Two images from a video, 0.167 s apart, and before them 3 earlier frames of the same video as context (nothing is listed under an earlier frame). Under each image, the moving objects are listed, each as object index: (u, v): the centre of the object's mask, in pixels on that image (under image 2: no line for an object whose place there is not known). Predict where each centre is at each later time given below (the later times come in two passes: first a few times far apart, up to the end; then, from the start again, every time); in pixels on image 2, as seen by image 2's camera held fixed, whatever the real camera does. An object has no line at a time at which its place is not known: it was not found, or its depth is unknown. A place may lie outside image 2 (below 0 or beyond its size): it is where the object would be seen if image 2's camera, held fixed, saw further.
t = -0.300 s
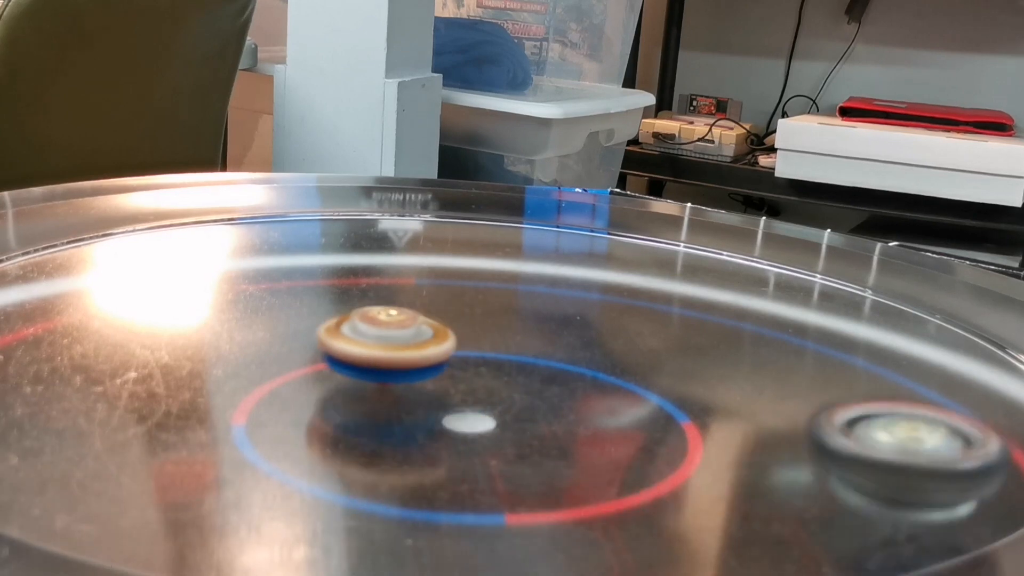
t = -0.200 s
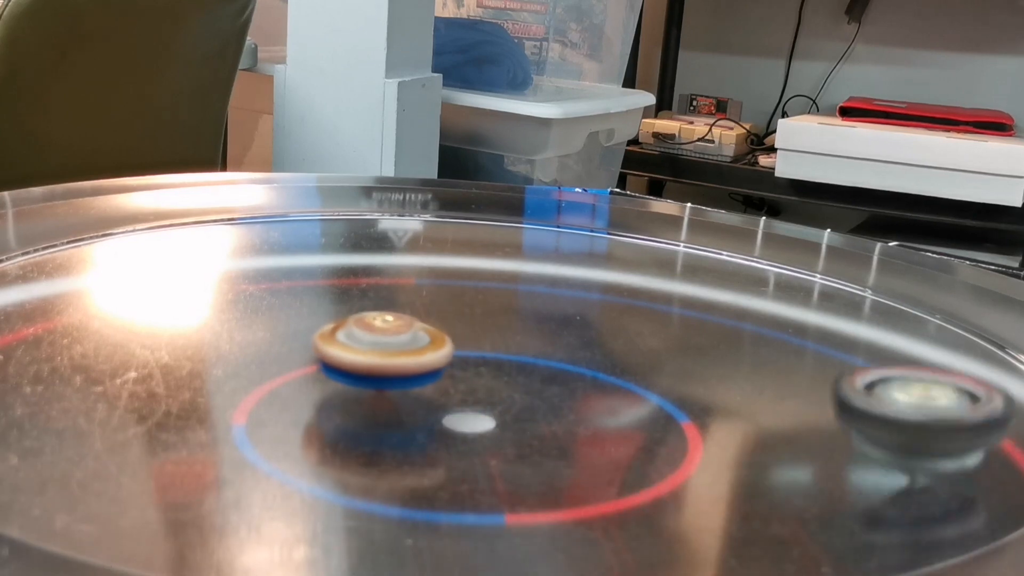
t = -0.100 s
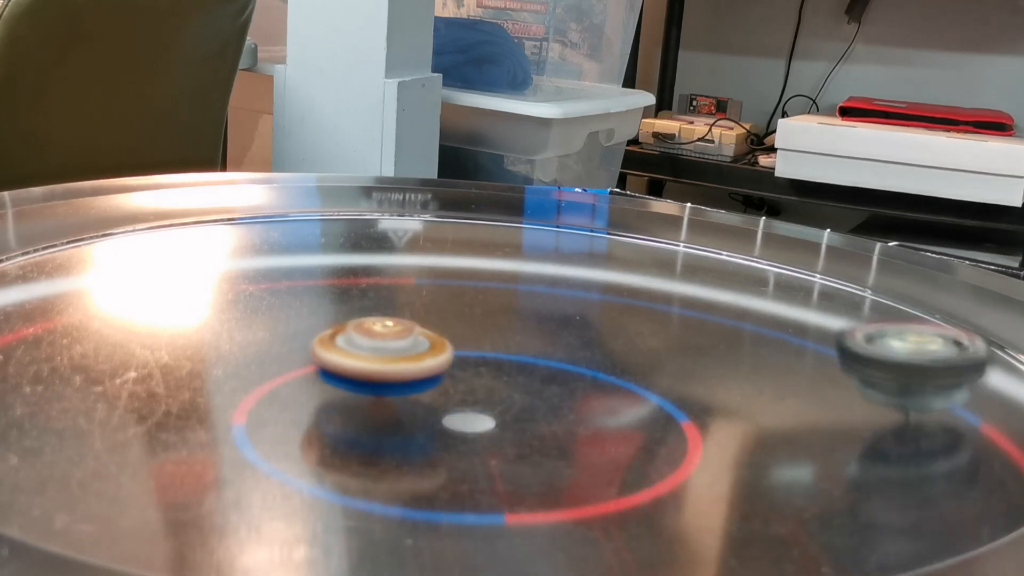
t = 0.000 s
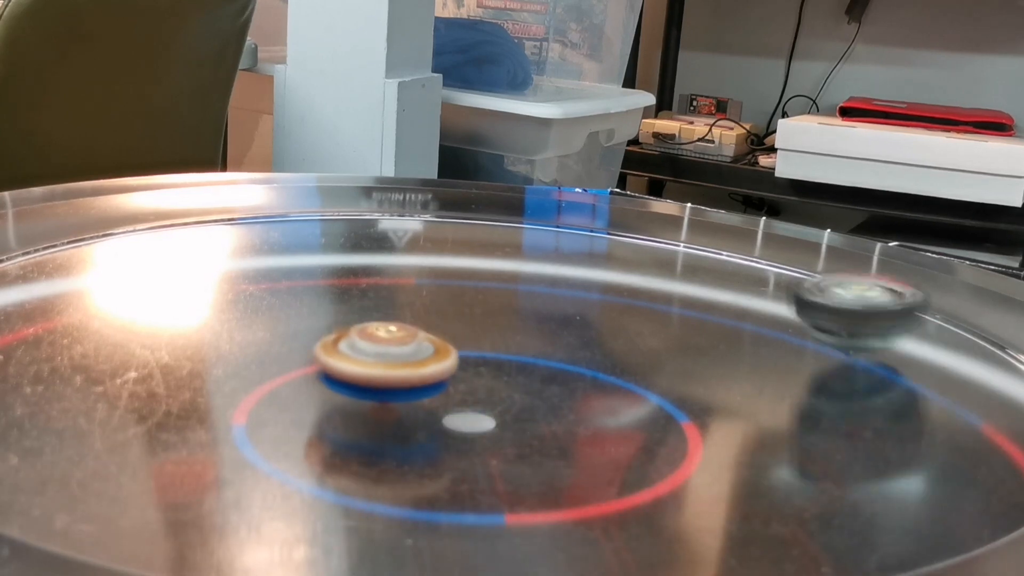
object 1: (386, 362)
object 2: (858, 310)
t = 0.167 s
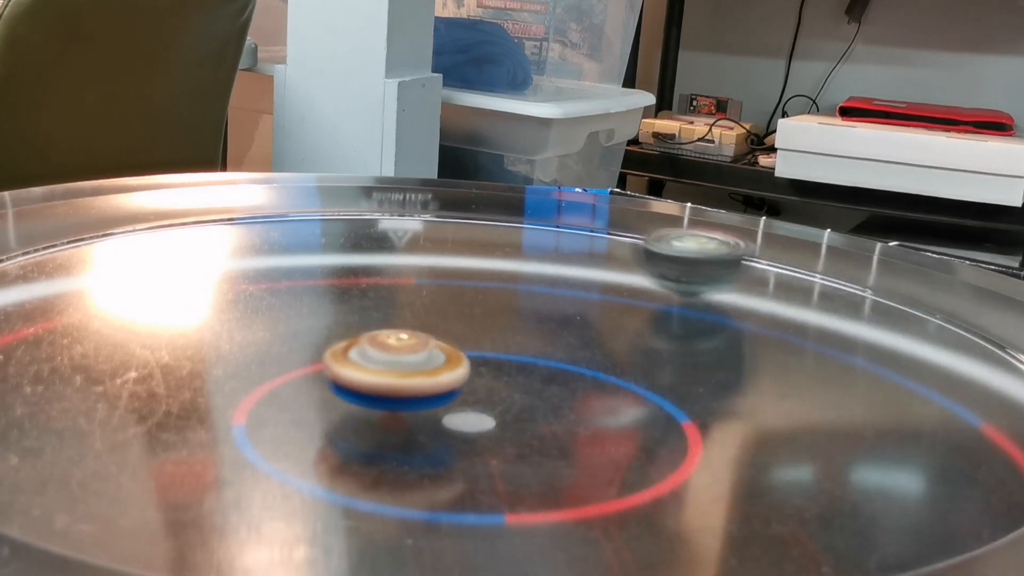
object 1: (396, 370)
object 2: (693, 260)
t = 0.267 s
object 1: (406, 376)
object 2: (572, 242)
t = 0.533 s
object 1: (442, 385)
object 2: (246, 246)
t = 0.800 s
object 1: (480, 390)
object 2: (61, 336)
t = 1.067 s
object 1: (511, 389)
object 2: (201, 437)
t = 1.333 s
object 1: (526, 378)
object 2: (578, 464)
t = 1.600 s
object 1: (523, 373)
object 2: (767, 391)
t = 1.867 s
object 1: (503, 365)
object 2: (644, 291)
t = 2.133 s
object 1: (480, 360)
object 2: (415, 260)
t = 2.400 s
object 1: (455, 357)
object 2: (237, 281)
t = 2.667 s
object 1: (428, 356)
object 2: (165, 345)
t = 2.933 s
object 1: (412, 354)
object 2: (321, 417)
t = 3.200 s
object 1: (396, 363)
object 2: (567, 419)
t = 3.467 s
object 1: (399, 370)
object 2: (659, 356)
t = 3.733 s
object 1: (420, 376)
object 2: (555, 297)
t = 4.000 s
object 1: (445, 377)
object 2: (377, 284)
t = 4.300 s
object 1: (468, 375)
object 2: (243, 331)
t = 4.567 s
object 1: (472, 370)
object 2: (342, 405)
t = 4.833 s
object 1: (465, 369)
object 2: (597, 417)
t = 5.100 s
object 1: (470, 371)
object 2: (692, 364)
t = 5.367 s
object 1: (474, 371)
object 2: (606, 311)
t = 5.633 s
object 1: (475, 371)
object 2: (434, 293)
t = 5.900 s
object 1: (470, 369)
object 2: (287, 318)
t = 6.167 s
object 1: (463, 369)
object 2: (279, 377)
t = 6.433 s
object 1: (454, 354)
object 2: (463, 421)
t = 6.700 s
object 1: (448, 369)
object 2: (638, 393)
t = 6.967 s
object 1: (440, 369)
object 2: (621, 336)
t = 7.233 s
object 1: (434, 370)
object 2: (478, 299)
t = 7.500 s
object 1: (429, 370)
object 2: (325, 305)
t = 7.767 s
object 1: (429, 372)
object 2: (259, 351)
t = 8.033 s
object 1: (451, 360)
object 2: (389, 404)
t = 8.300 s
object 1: (438, 374)
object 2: (581, 399)
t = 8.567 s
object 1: (445, 372)
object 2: (632, 350)
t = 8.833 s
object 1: (449, 371)
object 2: (531, 307)
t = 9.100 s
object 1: (453, 371)
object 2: (376, 303)
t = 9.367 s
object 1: (457, 370)
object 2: (300, 344)
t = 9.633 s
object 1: (479, 363)
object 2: (394, 397)
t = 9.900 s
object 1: (451, 370)
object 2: (575, 400)
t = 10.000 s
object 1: (460, 371)
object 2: (616, 384)
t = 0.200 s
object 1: (399, 372)
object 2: (653, 253)
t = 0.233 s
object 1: (402, 374)
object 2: (613, 247)
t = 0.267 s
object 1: (406, 376)
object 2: (572, 242)
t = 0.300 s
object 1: (410, 377)
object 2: (529, 238)
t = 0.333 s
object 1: (414, 378)
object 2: (484, 235)
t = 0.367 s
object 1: (418, 379)
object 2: (443, 234)
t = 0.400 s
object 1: (423, 380)
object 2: (402, 234)
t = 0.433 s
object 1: (427, 381)
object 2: (361, 235)
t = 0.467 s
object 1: (432, 383)
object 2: (321, 238)
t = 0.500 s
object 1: (437, 384)
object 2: (281, 242)
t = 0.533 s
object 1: (442, 385)
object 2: (246, 246)
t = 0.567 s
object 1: (448, 386)
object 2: (209, 252)
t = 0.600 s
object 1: (453, 387)
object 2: (171, 260)
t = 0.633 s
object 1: (458, 388)
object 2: (137, 269)
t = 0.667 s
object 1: (464, 388)
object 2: (107, 281)
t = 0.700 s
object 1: (468, 389)
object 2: (83, 294)
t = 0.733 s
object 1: (473, 390)
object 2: (68, 308)
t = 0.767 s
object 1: (477, 390)
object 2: (62, 323)
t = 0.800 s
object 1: (480, 390)
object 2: (61, 336)
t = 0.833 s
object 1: (484, 390)
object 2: (65, 350)
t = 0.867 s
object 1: (488, 391)
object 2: (70, 365)
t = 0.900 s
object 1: (492, 390)
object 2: (78, 376)
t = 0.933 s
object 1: (496, 390)
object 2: (88, 389)
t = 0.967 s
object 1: (500, 390)
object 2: (107, 403)
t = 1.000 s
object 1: (504, 390)
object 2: (133, 414)
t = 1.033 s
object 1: (508, 390)
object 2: (165, 425)
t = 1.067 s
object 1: (511, 389)
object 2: (201, 437)
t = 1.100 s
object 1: (515, 388)
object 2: (240, 446)
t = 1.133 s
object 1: (518, 388)
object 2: (284, 454)
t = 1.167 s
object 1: (521, 387)
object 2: (334, 460)
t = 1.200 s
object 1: (523, 386)
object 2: (383, 465)
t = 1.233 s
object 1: (525, 385)
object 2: (435, 467)
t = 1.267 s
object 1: (527, 381)
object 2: (487, 467)
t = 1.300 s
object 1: (527, 379)
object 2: (530, 467)
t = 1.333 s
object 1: (526, 378)
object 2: (578, 464)
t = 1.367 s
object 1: (526, 378)
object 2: (619, 459)
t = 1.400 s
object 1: (527, 379)
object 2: (657, 453)
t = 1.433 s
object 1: (528, 378)
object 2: (692, 446)
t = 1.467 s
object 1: (527, 377)
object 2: (718, 437)
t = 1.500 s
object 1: (526, 376)
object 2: (738, 427)
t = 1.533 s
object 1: (525, 375)
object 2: (751, 416)
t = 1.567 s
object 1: (524, 374)
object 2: (760, 404)
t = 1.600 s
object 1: (523, 373)
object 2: (767, 391)
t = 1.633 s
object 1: (520, 371)
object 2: (771, 376)
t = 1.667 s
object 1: (519, 371)
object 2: (767, 360)
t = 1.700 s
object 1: (516, 369)
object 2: (757, 346)
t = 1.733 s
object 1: (514, 368)
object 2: (740, 332)
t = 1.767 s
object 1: (512, 367)
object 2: (720, 321)
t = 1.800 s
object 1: (508, 366)
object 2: (697, 310)
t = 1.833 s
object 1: (506, 366)
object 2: (672, 300)
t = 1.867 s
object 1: (503, 365)
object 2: (644, 291)
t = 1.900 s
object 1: (501, 364)
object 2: (614, 283)
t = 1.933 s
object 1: (498, 363)
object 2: (585, 277)
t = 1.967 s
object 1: (495, 363)
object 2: (555, 271)
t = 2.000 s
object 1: (492, 362)
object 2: (525, 267)
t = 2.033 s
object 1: (489, 361)
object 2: (496, 264)
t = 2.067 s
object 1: (486, 361)
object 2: (468, 262)
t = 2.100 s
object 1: (483, 360)
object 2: (441, 261)
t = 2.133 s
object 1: (480, 360)
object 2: (415, 260)
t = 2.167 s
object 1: (477, 359)
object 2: (389, 260)
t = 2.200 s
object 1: (474, 359)
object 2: (364, 261)
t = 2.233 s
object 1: (471, 359)
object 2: (341, 262)
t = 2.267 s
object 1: (468, 358)
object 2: (317, 265)
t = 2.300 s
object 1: (465, 358)
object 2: (294, 267)
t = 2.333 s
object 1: (462, 358)
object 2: (275, 271)
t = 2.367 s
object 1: (459, 357)
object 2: (256, 276)
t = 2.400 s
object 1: (455, 357)
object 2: (237, 281)
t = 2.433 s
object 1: (451, 356)
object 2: (220, 287)
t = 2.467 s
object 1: (448, 356)
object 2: (204, 293)
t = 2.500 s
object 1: (444, 356)
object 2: (190, 300)
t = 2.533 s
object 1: (441, 356)
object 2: (178, 308)
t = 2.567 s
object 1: (438, 356)
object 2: (169, 316)
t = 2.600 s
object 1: (434, 356)
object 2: (164, 325)
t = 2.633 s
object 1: (431, 356)
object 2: (163, 335)
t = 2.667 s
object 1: (428, 356)
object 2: (165, 345)
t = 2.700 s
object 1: (425, 356)
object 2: (171, 356)
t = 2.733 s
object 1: (423, 356)
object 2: (181, 365)
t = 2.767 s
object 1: (420, 356)
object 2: (195, 375)
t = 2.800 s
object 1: (418, 356)
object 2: (213, 384)
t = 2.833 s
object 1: (415, 356)
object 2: (234, 393)
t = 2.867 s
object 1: (413, 357)
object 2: (260, 402)
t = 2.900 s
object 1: (412, 356)
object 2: (290, 411)
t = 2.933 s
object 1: (412, 354)
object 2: (321, 417)
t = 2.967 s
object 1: (411, 352)
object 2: (352, 421)
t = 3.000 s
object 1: (406, 351)
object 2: (383, 424)
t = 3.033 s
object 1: (401, 351)
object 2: (416, 427)
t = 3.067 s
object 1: (397, 354)
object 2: (449, 428)
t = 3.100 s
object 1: (395, 357)
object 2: (482, 427)
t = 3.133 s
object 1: (396, 360)
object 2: (514, 425)
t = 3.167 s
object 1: (397, 362)
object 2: (542, 422)
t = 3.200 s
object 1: (396, 363)
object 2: (567, 419)
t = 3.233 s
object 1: (395, 364)
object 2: (590, 414)
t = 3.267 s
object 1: (395, 365)
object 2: (608, 408)
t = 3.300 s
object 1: (395, 365)
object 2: (625, 402)
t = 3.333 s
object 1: (395, 366)
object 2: (637, 395)
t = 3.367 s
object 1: (396, 367)
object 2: (647, 387)
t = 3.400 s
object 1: (397, 368)
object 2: (655, 378)
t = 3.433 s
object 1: (398, 369)
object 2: (659, 366)
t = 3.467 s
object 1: (399, 370)
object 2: (659, 356)
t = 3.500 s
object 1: (401, 371)
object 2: (656, 346)
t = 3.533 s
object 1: (402, 372)
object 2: (648, 337)
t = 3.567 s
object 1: (405, 373)
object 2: (638, 329)
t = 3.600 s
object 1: (407, 374)
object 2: (626, 322)
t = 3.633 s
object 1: (410, 374)
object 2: (611, 315)
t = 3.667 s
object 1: (413, 375)
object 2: (595, 309)
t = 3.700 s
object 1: (417, 375)
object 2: (575, 303)
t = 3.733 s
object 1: (420, 376)
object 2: (555, 297)
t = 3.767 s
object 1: (423, 376)
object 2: (535, 293)
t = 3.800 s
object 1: (426, 376)
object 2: (514, 290)
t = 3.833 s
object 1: (429, 377)
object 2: (490, 287)
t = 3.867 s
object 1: (432, 377)
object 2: (466, 285)
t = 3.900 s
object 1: (435, 377)
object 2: (446, 284)
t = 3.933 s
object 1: (438, 378)
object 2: (423, 283)
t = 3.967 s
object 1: (441, 377)
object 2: (400, 283)
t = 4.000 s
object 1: (445, 377)
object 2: (377, 284)
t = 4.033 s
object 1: (448, 377)
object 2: (357, 286)
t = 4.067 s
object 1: (451, 377)
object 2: (338, 289)
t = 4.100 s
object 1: (454, 377)
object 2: (317, 292)
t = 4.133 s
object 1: (457, 377)
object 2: (298, 296)
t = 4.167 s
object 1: (459, 377)
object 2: (285, 302)
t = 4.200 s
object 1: (462, 376)
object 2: (270, 308)
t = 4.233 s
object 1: (464, 376)
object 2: (258, 315)
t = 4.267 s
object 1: (466, 376)
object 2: (249, 323)
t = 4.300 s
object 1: (468, 375)
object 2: (243, 331)
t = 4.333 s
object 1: (469, 374)
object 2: (240, 340)
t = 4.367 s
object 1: (470, 373)
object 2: (241, 350)
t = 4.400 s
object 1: (470, 373)
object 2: (247, 359)
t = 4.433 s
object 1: (470, 372)
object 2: (257, 369)
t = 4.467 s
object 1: (469, 372)
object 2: (271, 379)
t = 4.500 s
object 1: (469, 371)
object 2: (290, 388)
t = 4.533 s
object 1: (469, 371)
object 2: (316, 398)
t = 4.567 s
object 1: (472, 370)
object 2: (342, 405)
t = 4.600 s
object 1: (477, 367)
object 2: (372, 412)
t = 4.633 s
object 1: (478, 363)
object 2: (407, 417)
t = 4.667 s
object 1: (473, 357)
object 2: (441, 421)
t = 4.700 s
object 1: (467, 356)
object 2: (471, 423)
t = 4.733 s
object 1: (460, 359)
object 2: (507, 425)
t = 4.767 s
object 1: (458, 363)
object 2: (541, 423)
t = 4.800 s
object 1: (460, 367)
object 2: (570, 420)
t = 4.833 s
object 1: (465, 369)
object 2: (597, 417)
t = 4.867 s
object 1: (467, 370)
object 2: (621, 411)
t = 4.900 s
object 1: (468, 371)
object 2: (642, 406)
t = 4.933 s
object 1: (468, 370)
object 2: (659, 400)
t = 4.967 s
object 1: (468, 371)
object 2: (672, 394)
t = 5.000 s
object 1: (468, 371)
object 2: (682, 387)
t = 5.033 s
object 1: (469, 371)
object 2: (689, 380)
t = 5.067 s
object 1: (469, 371)
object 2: (692, 372)
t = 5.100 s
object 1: (470, 371)
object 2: (692, 364)
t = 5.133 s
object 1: (470, 371)
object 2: (690, 357)
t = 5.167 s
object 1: (471, 371)
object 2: (684, 349)
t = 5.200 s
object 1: (472, 372)
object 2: (676, 343)
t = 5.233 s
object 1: (472, 372)
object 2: (665, 335)
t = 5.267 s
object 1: (473, 372)
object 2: (653, 329)
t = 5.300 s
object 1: (474, 372)
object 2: (639, 323)
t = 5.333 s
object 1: (474, 371)
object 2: (622, 317)
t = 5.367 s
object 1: (474, 371)
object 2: (606, 311)
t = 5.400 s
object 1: (475, 371)
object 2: (585, 307)
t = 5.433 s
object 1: (475, 371)
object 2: (564, 303)
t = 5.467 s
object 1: (475, 371)
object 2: (544, 300)
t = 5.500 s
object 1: (475, 371)
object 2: (521, 297)
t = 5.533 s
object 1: (475, 371)
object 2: (500, 294)
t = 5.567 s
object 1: (475, 371)
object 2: (477, 293)
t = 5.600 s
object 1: (475, 371)
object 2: (455, 292)
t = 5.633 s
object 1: (475, 371)
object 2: (434, 293)
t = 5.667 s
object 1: (474, 370)
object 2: (410, 294)
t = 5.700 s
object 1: (474, 370)
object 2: (391, 295)
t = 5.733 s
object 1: (473, 370)
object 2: (369, 298)
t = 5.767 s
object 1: (473, 370)
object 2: (350, 300)
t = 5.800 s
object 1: (472, 370)
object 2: (333, 303)
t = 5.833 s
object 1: (472, 370)
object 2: (315, 308)
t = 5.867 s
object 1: (471, 370)
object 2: (301, 313)
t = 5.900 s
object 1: (470, 369)
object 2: (287, 318)
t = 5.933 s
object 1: (469, 369)
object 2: (278, 324)
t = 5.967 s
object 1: (468, 369)
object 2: (268, 330)
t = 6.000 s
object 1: (467, 369)
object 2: (263, 338)
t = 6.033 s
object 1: (467, 369)
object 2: (259, 345)
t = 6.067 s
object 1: (466, 369)
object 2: (259, 352)
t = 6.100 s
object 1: (465, 369)
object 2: (262, 360)
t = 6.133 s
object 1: (464, 369)
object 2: (268, 369)
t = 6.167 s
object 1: (463, 369)
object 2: (279, 377)
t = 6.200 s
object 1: (463, 369)
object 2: (291, 385)
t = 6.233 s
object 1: (462, 369)
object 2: (310, 393)
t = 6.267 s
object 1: (464, 368)
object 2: (330, 399)
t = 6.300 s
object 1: (467, 366)
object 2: (355, 406)
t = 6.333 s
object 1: (470, 363)
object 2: (380, 411)
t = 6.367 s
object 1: (467, 359)
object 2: (409, 415)
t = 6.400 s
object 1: (460, 355)
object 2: (435, 418)
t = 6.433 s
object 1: (454, 354)
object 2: (463, 421)
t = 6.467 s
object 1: (448, 356)
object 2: (492, 420)
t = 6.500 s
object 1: (444, 360)
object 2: (518, 419)
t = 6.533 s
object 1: (445, 364)
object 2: (545, 417)
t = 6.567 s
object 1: (447, 367)
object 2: (569, 414)
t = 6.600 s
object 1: (450, 369)
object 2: (589, 410)
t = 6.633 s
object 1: (450, 369)
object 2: (608, 405)
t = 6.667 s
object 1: (449, 369)
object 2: (625, 399)
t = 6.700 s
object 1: (448, 369)
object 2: (638, 393)
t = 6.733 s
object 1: (447, 369)
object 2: (647, 386)
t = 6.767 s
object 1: (447, 369)
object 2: (653, 379)
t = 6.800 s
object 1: (445, 369)
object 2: (654, 371)
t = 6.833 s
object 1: (445, 369)
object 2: (653, 364)
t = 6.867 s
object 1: (443, 369)
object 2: (649, 356)
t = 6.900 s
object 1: (442, 369)
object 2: (642, 350)
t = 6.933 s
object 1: (441, 369)
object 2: (632, 343)
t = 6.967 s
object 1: (440, 369)
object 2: (621, 336)
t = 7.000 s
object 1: (439, 369)
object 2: (606, 330)
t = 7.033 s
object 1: (438, 369)
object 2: (592, 324)
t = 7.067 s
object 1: (437, 369)
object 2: (574, 318)
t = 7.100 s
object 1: (437, 369)
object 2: (557, 314)
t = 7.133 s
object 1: (436, 369)
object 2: (538, 310)
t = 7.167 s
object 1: (435, 369)
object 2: (518, 306)
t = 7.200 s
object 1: (434, 369)
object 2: (500, 303)
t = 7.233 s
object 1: (434, 370)
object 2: (478, 299)
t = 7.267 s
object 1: (434, 370)
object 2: (460, 297)
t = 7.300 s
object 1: (433, 370)
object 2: (438, 295)
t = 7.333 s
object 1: (432, 370)
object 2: (417, 296)
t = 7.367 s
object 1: (432, 370)
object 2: (396, 296)
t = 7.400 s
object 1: (431, 370)
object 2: (377, 298)
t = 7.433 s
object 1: (431, 370)
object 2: (359, 301)
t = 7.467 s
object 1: (430, 370)
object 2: (340, 302)
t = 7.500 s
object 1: (429, 370)
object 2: (325, 305)
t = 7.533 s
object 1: (429, 370)
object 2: (306, 309)
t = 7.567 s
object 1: (429, 371)
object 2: (293, 313)
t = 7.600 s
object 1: (429, 371)
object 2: (281, 319)
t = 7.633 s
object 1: (428, 371)
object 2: (271, 324)
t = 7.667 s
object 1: (428, 371)
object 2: (264, 330)
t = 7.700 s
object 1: (428, 371)
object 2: (259, 337)
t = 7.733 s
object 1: (428, 372)
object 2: (258, 344)
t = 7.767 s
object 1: (429, 372)
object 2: (259, 351)
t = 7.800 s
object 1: (428, 372)
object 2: (264, 359)
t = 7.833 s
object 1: (428, 372)
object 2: (272, 366)
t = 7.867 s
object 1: (430, 373)
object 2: (284, 374)
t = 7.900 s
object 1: (436, 373)
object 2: (301, 382)
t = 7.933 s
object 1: (441, 372)
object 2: (319, 389)
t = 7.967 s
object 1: (448, 370)
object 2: (342, 395)
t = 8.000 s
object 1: (452, 366)
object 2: (367, 400)
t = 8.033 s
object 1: (451, 360)
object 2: (389, 404)
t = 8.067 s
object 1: (440, 353)
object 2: (418, 408)
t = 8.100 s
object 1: (429, 353)
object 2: (442, 411)
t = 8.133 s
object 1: (418, 359)
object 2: (470, 410)
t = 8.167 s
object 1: (417, 364)
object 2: (496, 410)
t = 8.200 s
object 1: (419, 368)
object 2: (517, 408)
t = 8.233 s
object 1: (425, 371)
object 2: (543, 406)
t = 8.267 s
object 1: (433, 373)
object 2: (563, 404)
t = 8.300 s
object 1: (438, 374)
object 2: (581, 399)
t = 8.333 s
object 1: (441, 374)
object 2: (598, 395)
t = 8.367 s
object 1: (442, 374)
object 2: (612, 389)
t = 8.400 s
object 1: (443, 373)
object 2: (622, 383)
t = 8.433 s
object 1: (443, 373)
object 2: (630, 377)
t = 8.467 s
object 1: (444, 373)
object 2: (634, 370)
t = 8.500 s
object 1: (444, 373)
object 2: (636, 364)
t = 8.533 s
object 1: (444, 372)
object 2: (636, 358)
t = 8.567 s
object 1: (445, 372)
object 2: (632, 350)
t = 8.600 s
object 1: (445, 372)
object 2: (626, 344)
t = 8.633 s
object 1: (446, 372)
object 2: (619, 337)
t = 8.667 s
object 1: (446, 372)
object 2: (608, 331)
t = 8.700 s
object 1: (447, 372)
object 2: (595, 326)
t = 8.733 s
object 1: (447, 372)
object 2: (582, 320)
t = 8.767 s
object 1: (448, 371)
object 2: (566, 315)
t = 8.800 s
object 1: (448, 371)
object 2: (548, 311)
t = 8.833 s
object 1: (449, 371)
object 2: (531, 307)
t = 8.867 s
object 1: (450, 371)
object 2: (512, 304)
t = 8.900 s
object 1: (450, 371)
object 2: (492, 301)
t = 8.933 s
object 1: (450, 371)
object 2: (474, 298)
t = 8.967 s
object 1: (451, 371)
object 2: (455, 297)
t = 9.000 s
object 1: (451, 371)
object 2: (432, 297)
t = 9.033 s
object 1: (452, 371)
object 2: (412, 298)
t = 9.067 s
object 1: (453, 371)
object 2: (395, 300)
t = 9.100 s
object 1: (453, 371)
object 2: (376, 303)
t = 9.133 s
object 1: (453, 370)
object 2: (361, 306)
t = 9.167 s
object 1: (454, 370)
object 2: (348, 310)
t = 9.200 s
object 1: (455, 370)
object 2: (334, 314)
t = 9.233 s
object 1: (455, 370)
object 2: (322, 319)
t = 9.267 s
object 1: (455, 370)
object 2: (313, 324)
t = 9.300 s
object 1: (456, 370)
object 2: (307, 331)
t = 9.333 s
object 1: (456, 370)
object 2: (301, 337)
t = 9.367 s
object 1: (457, 370)
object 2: (300, 344)
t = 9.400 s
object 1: (458, 370)
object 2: (302, 351)
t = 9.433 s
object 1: (458, 370)
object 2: (306, 358)
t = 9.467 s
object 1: (459, 370)
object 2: (313, 365)
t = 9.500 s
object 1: (462, 370)
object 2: (324, 372)
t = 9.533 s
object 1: (467, 370)
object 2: (338, 379)
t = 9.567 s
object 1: (472, 369)
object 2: (353, 385)
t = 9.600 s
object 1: (476, 367)
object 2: (372, 391)
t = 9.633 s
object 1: (479, 363)
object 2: (394, 397)
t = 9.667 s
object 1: (477, 358)
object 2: (418, 400)
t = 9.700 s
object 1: (467, 351)
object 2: (438, 403)
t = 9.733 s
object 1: (457, 349)
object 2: (461, 405)
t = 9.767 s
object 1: (448, 351)
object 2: (486, 407)
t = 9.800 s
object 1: (441, 358)
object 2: (510, 406)
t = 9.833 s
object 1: (441, 364)
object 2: (532, 404)
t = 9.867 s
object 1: (445, 367)
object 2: (554, 402)
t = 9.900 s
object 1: (451, 370)
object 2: (575, 400)
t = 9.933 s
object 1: (456, 371)
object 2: (592, 395)
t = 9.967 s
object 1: (459, 371)
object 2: (605, 389)
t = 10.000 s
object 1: (460, 371)
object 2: (616, 384)
